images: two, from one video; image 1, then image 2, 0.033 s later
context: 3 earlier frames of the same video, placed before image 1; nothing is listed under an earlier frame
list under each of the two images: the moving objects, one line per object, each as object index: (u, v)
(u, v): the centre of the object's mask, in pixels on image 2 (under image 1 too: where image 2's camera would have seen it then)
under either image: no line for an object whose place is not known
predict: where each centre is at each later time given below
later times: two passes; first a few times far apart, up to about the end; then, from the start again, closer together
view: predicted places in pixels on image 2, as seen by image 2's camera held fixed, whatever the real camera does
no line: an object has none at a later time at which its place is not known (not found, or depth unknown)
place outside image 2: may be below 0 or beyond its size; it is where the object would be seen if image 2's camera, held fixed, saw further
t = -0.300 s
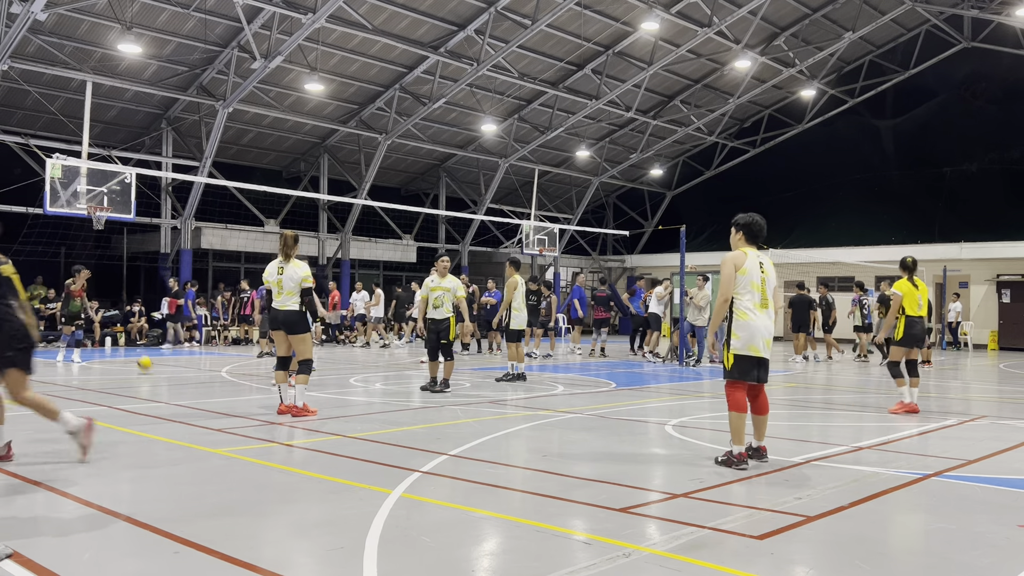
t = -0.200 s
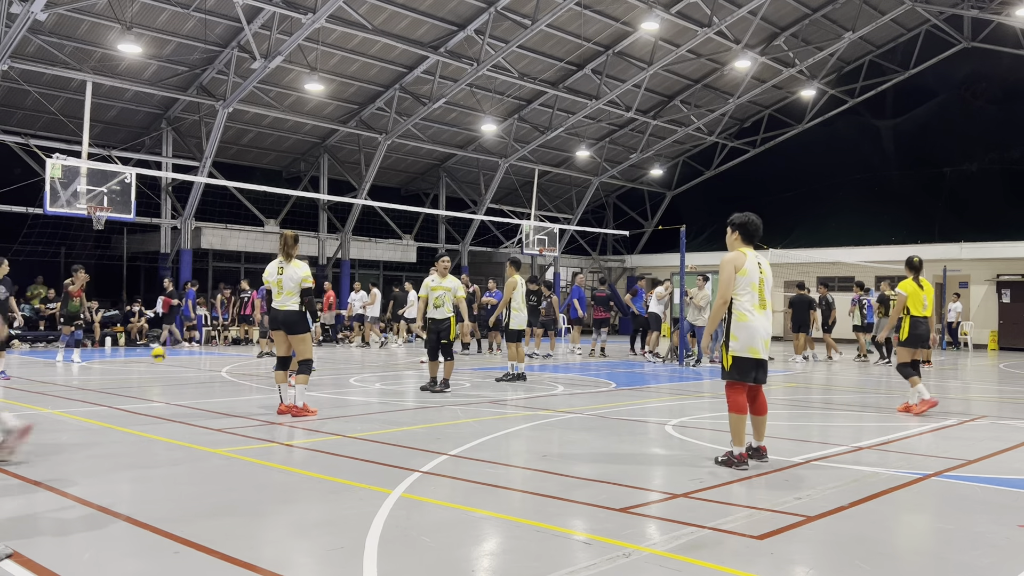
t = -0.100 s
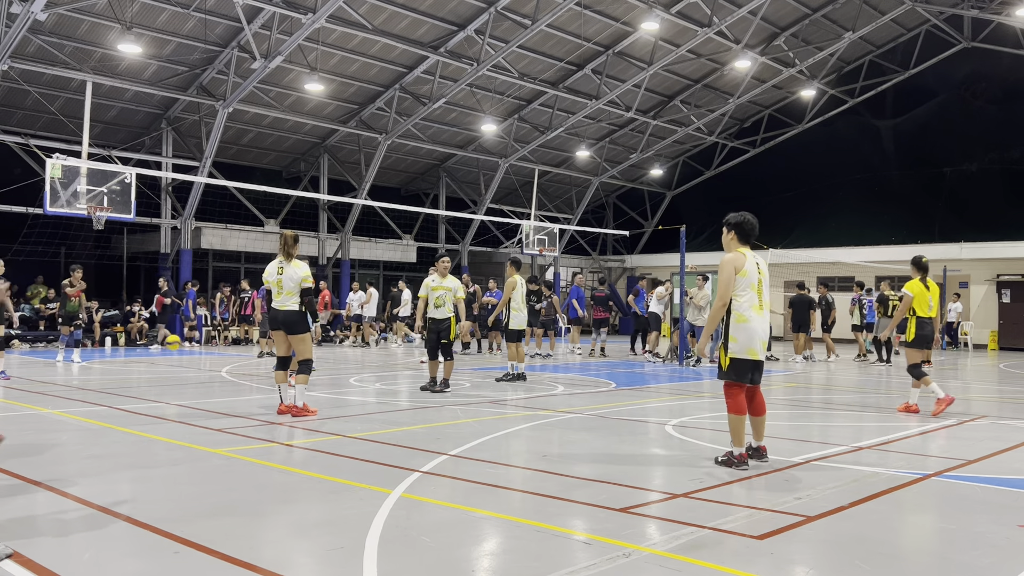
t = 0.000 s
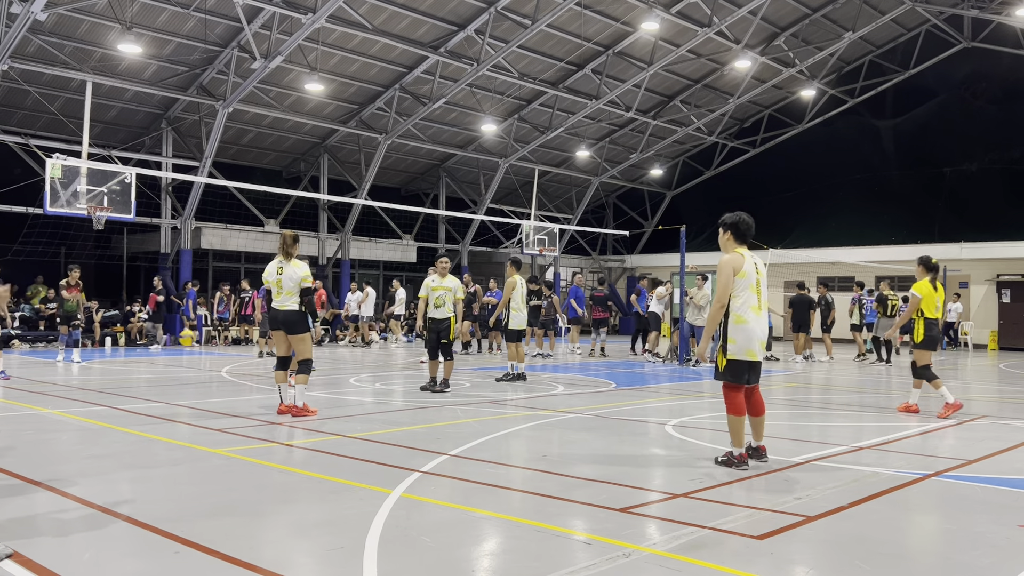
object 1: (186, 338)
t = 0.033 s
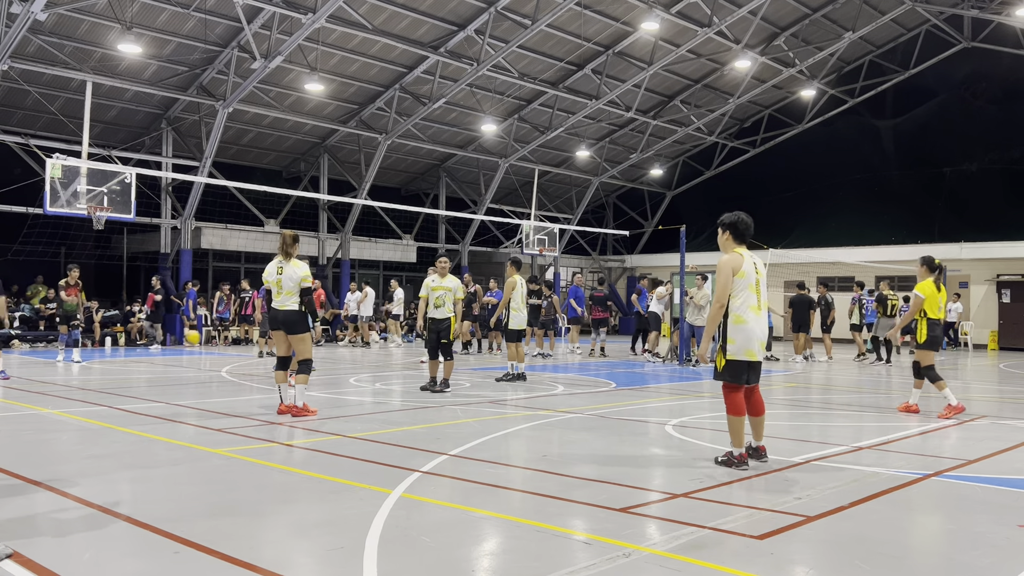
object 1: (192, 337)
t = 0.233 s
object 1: (221, 355)
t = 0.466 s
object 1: (258, 360)
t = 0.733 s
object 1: (313, 365)
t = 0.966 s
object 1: (351, 375)
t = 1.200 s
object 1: (401, 378)
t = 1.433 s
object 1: (456, 385)
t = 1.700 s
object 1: (525, 403)
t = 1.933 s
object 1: (593, 401)
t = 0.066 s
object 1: (197, 337)
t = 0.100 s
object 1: (201, 341)
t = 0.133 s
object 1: (206, 343)
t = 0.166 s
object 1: (211, 346)
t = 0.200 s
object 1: (216, 350)
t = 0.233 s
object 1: (221, 355)
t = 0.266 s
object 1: (226, 362)
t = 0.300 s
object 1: (231, 369)
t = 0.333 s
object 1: (236, 377)
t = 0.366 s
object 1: (242, 373)
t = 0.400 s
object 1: (248, 368)
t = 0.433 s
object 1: (253, 363)
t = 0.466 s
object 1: (258, 360)
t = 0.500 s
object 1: (265, 357)
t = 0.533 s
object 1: (269, 355)
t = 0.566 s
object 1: (272, 353)
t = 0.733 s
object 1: (313, 365)
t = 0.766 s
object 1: (315, 369)
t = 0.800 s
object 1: (318, 375)
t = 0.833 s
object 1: (324, 382)
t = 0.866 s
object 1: (331, 388)
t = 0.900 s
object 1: (338, 383)
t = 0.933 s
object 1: (344, 378)
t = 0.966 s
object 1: (351, 375)
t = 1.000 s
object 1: (358, 373)
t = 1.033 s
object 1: (365, 370)
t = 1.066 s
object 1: (372, 370)
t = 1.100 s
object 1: (379, 370)
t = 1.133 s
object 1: (387, 372)
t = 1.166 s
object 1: (394, 374)
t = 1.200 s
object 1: (401, 378)
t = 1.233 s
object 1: (409, 383)
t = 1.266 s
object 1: (416, 389)
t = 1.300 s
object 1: (423, 397)
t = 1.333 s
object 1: (432, 397)
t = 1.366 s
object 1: (439, 392)
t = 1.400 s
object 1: (448, 388)
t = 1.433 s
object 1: (456, 385)
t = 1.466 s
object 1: (465, 383)
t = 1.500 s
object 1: (472, 383)
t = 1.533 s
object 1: (481, 383)
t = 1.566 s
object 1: (489, 385)
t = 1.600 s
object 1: (498, 387)
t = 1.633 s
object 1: (507, 391)
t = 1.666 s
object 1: (515, 396)
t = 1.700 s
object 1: (525, 403)
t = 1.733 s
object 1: (534, 411)
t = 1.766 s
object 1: (544, 411)
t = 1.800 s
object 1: (553, 406)
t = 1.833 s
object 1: (563, 404)
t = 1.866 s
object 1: (574, 401)
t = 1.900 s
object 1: (584, 401)
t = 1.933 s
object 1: (593, 401)
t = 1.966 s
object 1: (604, 404)
